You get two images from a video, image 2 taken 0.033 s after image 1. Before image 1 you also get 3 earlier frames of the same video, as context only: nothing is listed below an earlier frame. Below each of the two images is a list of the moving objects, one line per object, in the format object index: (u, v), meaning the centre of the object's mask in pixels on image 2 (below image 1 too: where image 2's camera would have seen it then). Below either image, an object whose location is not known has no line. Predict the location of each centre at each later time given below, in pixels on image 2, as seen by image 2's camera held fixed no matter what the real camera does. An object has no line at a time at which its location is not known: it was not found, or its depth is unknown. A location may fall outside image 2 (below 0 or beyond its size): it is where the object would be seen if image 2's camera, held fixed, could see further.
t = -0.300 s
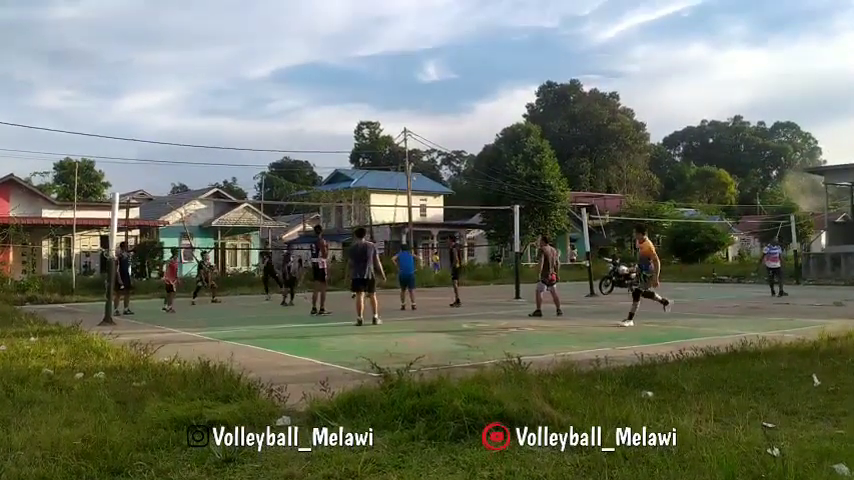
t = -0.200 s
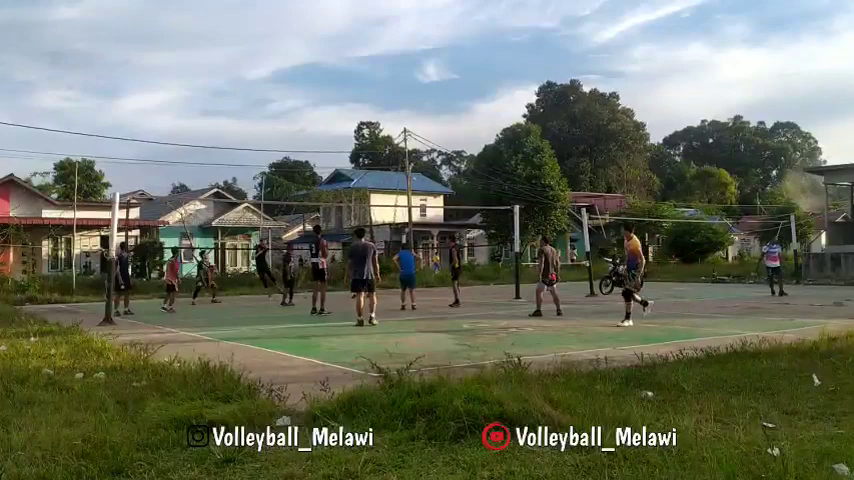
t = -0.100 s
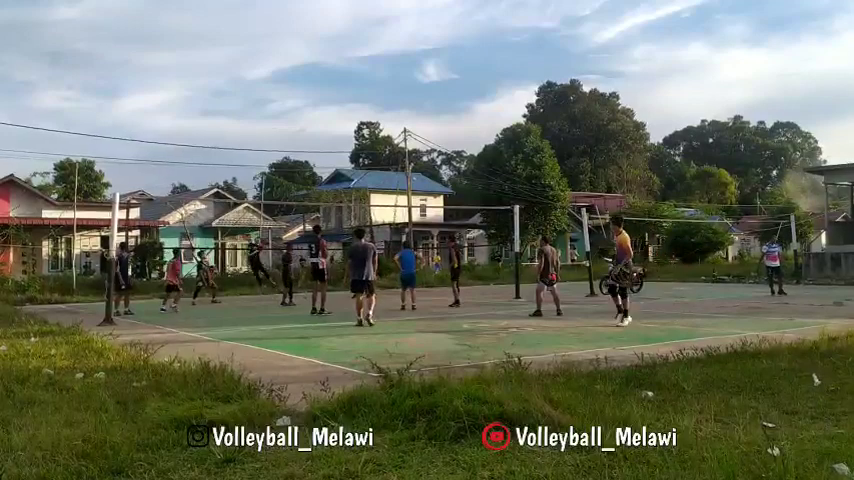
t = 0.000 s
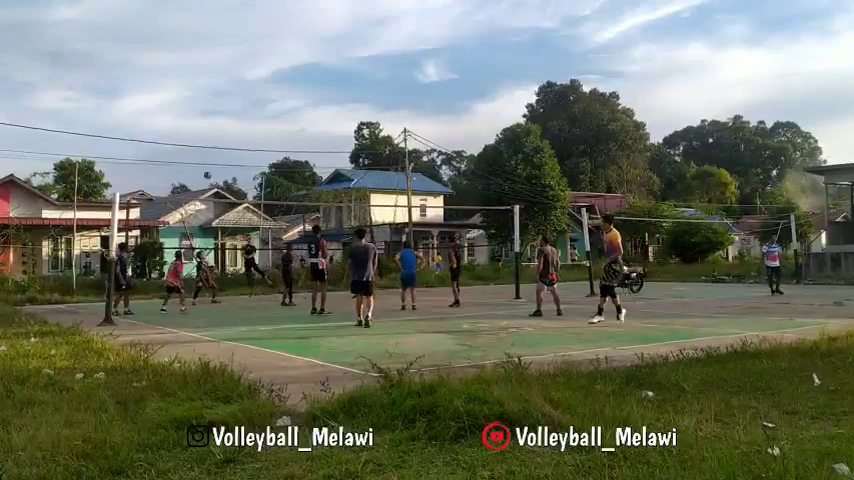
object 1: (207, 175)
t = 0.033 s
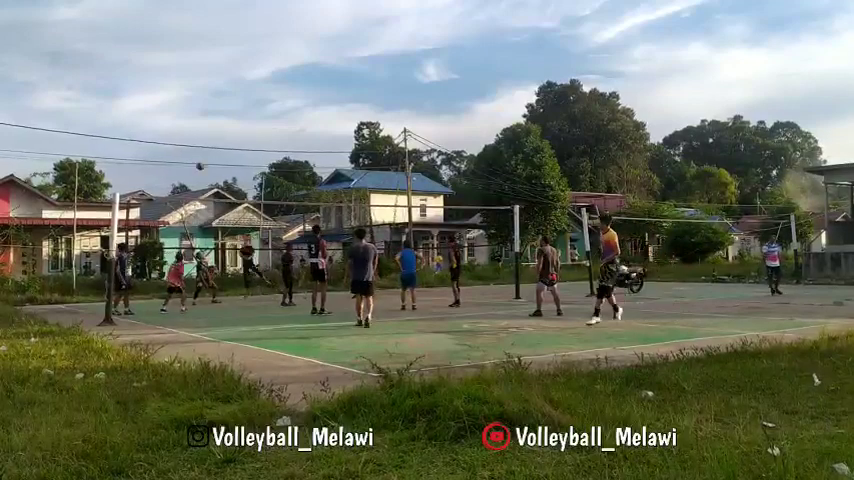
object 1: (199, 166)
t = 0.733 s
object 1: (4, 53)
